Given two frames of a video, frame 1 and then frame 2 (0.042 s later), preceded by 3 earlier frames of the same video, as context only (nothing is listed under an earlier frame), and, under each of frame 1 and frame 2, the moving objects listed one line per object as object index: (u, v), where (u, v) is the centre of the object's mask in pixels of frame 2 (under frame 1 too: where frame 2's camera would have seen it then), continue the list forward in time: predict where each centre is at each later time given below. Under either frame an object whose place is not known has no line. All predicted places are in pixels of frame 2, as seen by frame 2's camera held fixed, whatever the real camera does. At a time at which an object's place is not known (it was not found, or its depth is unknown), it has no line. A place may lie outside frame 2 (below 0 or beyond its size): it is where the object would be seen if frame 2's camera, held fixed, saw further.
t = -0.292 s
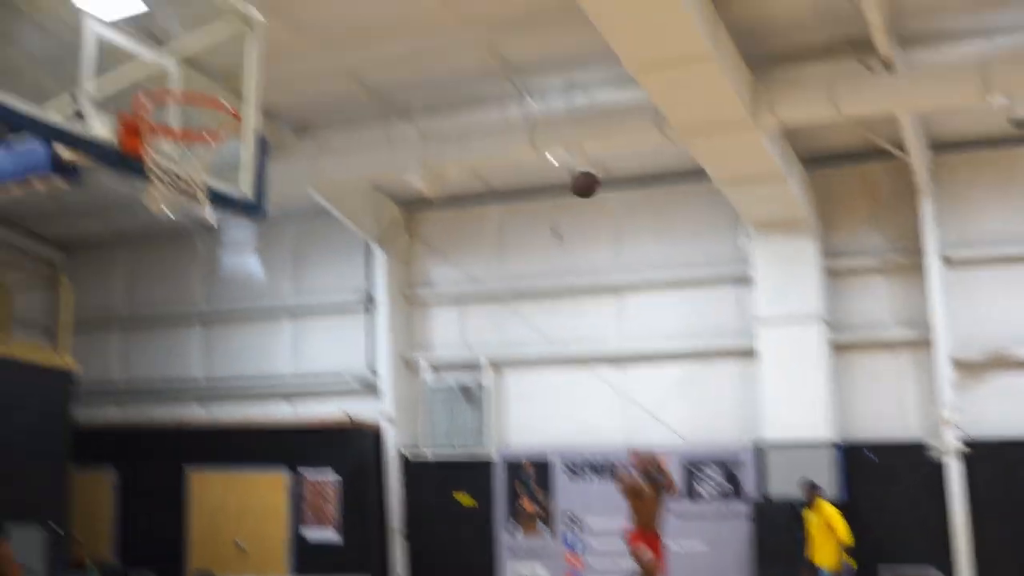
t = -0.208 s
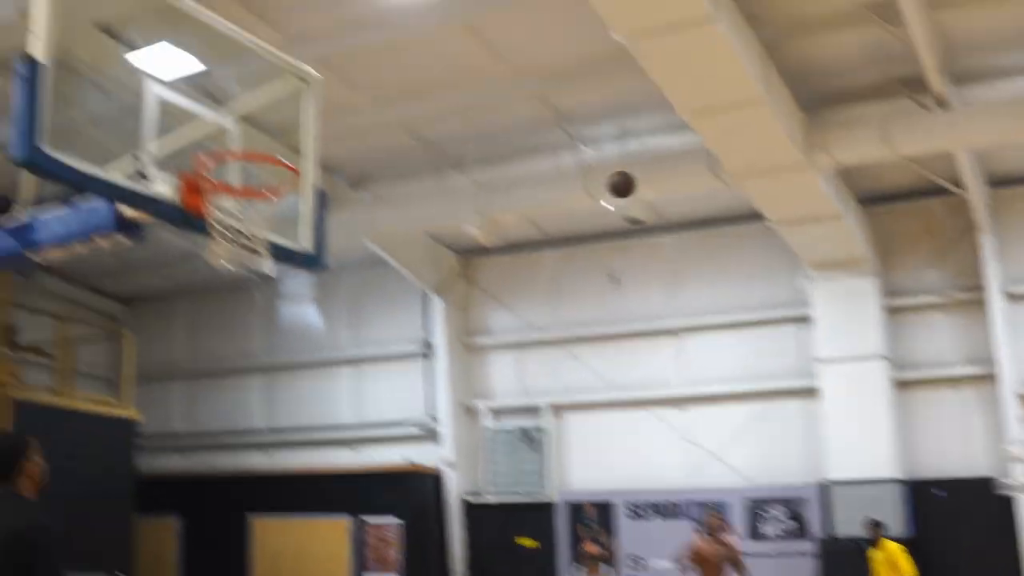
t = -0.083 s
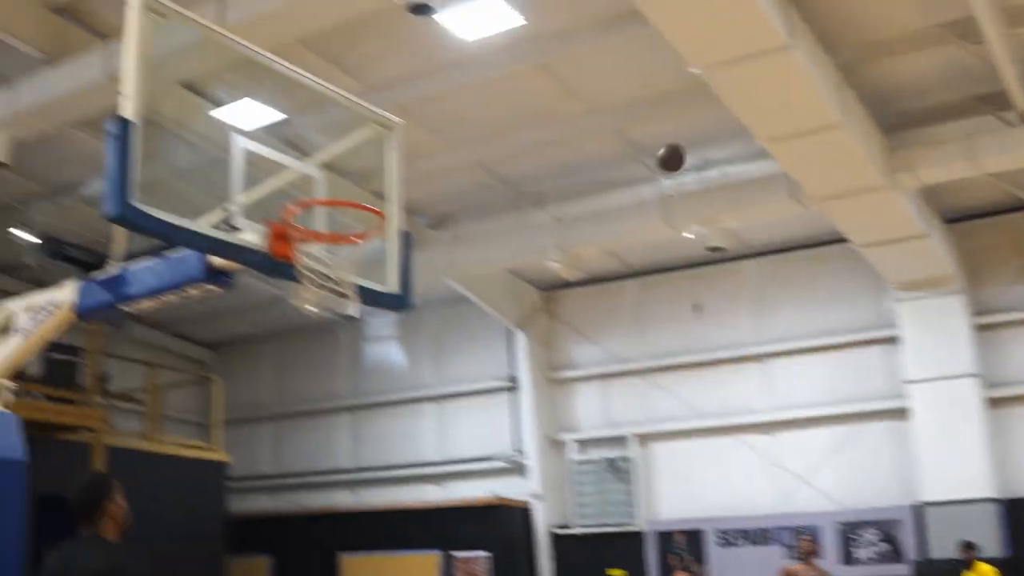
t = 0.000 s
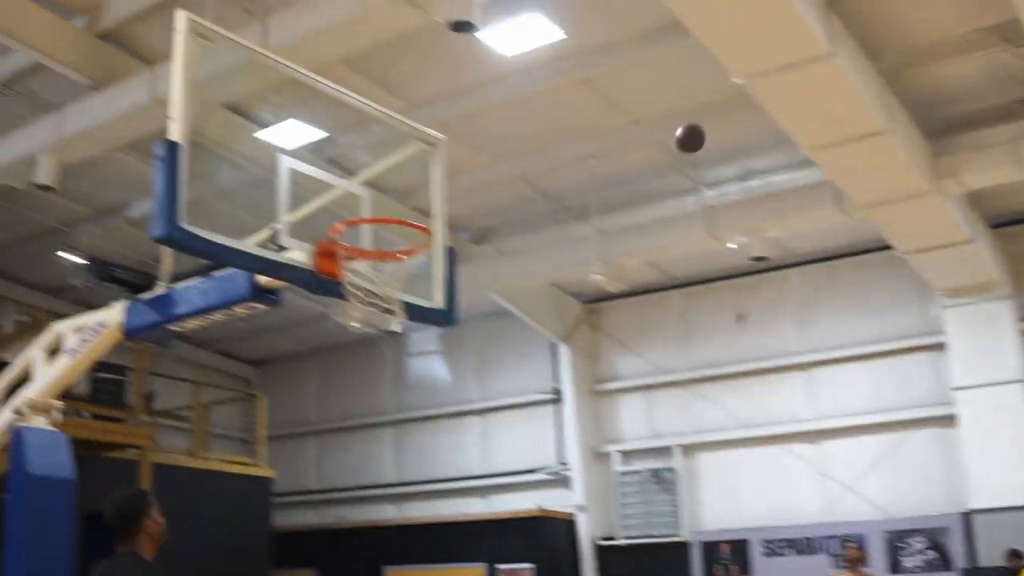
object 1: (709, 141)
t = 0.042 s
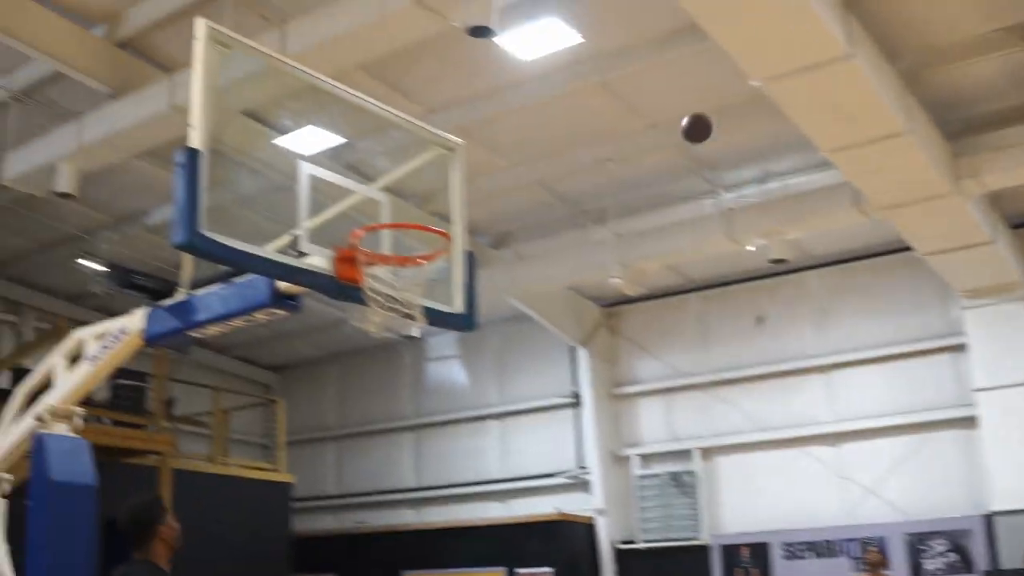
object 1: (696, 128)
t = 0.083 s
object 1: (683, 117)
